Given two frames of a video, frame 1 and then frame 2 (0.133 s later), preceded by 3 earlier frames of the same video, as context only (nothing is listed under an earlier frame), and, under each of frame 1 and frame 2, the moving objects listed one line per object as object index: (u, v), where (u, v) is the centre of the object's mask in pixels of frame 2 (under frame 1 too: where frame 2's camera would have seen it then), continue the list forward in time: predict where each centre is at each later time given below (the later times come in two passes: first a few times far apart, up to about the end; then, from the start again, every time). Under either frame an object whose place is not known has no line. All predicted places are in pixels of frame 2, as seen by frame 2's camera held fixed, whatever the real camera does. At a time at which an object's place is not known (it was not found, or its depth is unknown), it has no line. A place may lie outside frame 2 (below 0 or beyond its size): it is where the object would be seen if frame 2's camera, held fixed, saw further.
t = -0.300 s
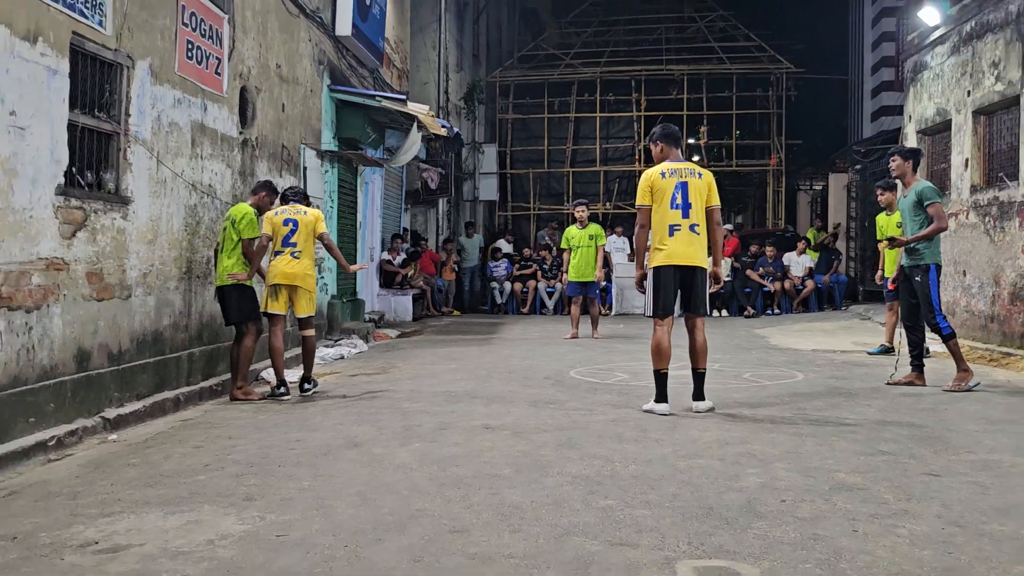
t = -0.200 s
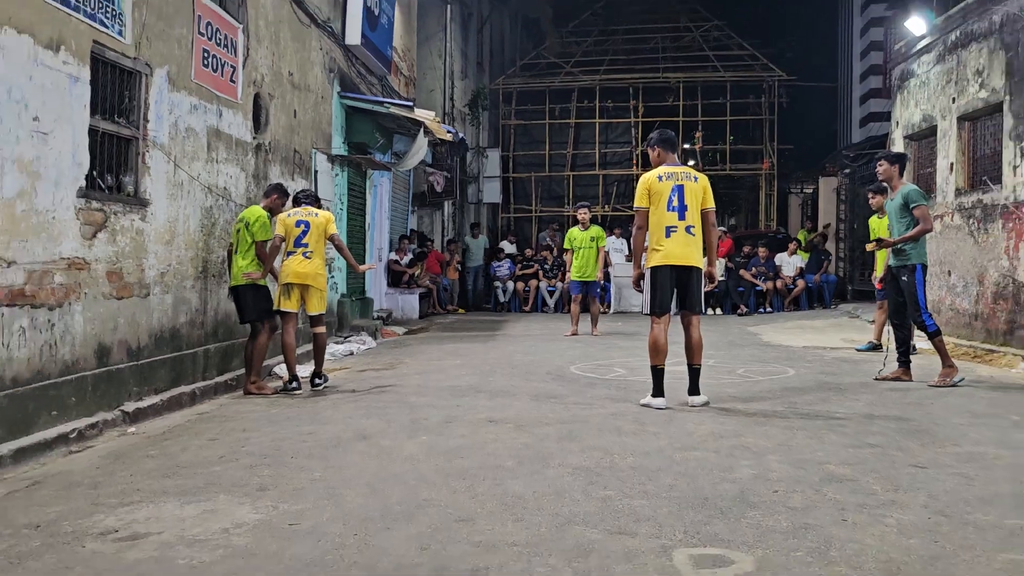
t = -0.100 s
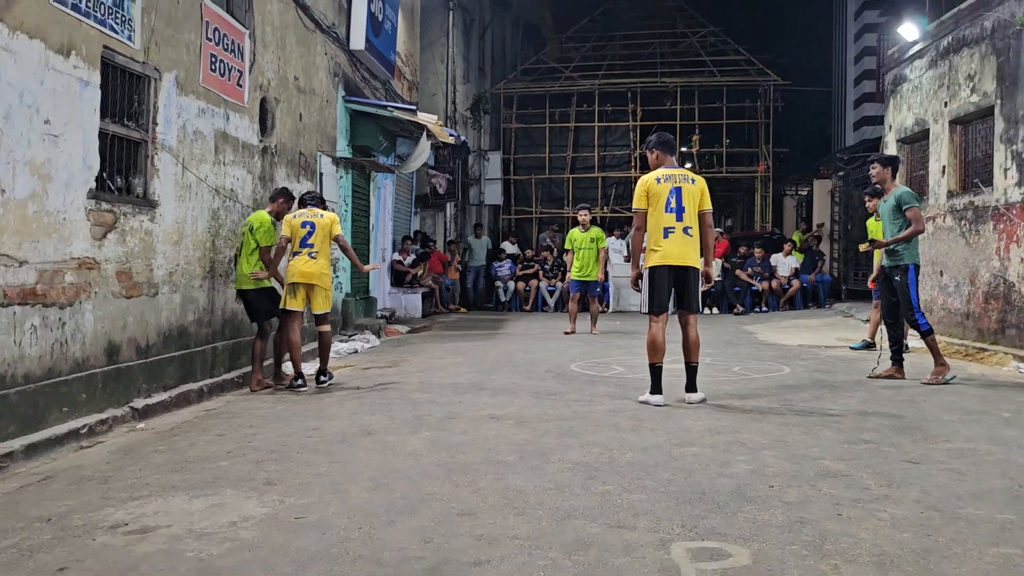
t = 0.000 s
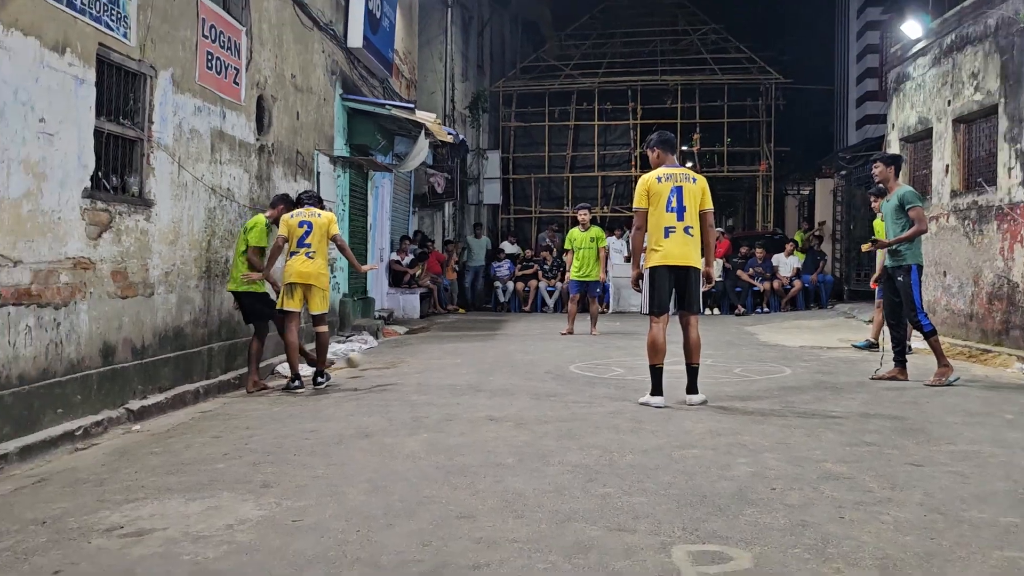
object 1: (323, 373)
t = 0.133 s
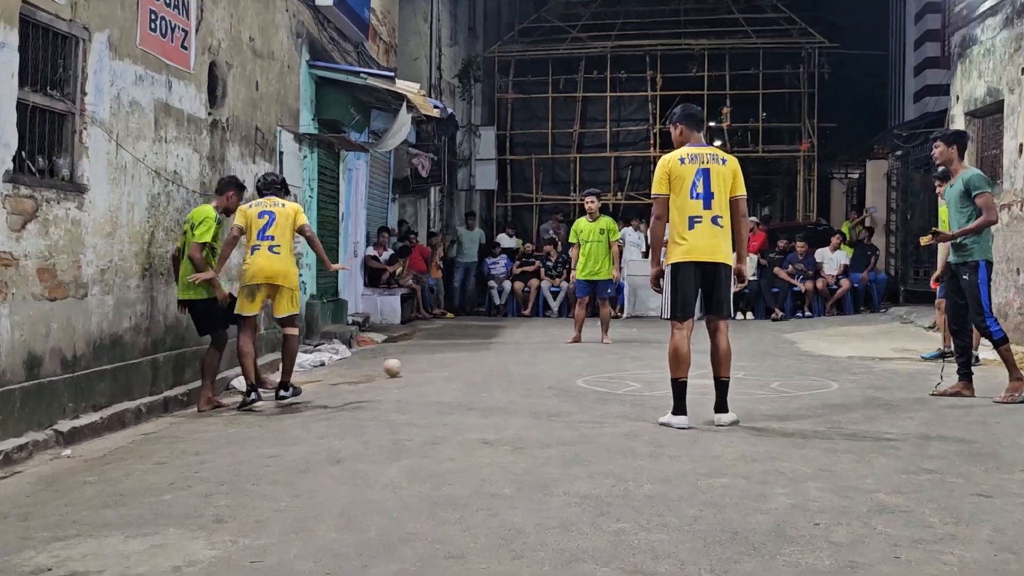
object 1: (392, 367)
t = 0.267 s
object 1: (438, 351)
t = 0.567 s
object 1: (503, 345)
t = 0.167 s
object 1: (406, 363)
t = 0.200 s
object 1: (417, 357)
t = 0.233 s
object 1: (428, 354)
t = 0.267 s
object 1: (438, 351)
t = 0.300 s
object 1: (448, 350)
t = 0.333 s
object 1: (457, 351)
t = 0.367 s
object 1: (467, 352)
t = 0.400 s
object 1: (474, 351)
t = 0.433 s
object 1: (480, 347)
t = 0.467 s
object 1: (486, 344)
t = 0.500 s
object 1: (492, 343)
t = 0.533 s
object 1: (497, 343)
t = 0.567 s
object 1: (503, 345)
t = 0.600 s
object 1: (507, 344)
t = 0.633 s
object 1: (511, 341)
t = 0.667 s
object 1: (514, 339)
